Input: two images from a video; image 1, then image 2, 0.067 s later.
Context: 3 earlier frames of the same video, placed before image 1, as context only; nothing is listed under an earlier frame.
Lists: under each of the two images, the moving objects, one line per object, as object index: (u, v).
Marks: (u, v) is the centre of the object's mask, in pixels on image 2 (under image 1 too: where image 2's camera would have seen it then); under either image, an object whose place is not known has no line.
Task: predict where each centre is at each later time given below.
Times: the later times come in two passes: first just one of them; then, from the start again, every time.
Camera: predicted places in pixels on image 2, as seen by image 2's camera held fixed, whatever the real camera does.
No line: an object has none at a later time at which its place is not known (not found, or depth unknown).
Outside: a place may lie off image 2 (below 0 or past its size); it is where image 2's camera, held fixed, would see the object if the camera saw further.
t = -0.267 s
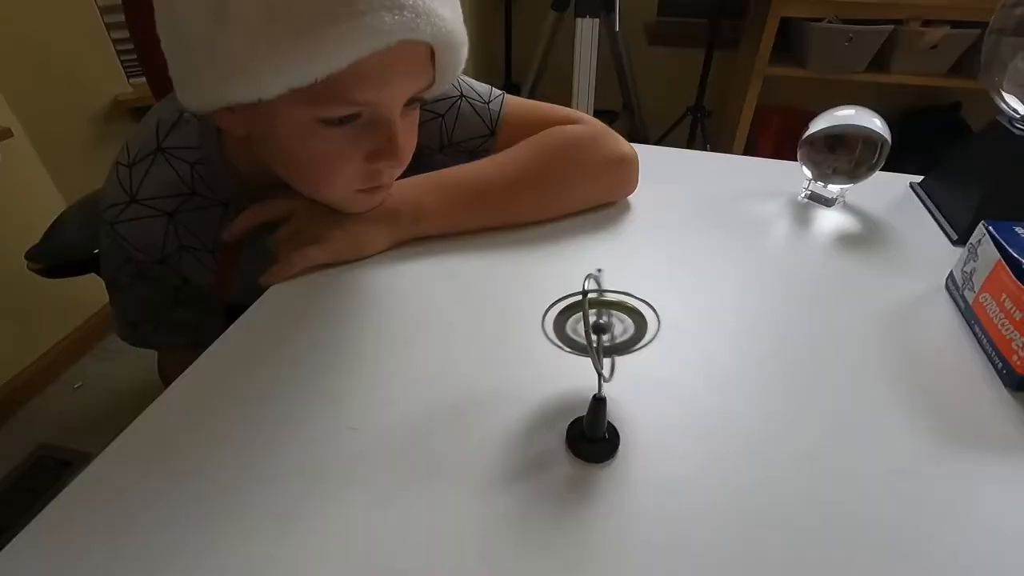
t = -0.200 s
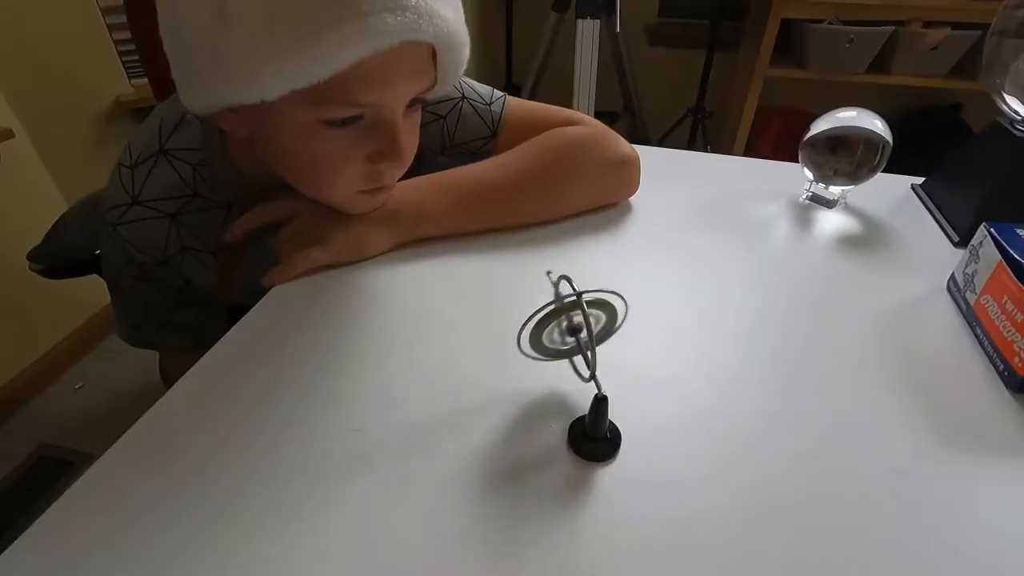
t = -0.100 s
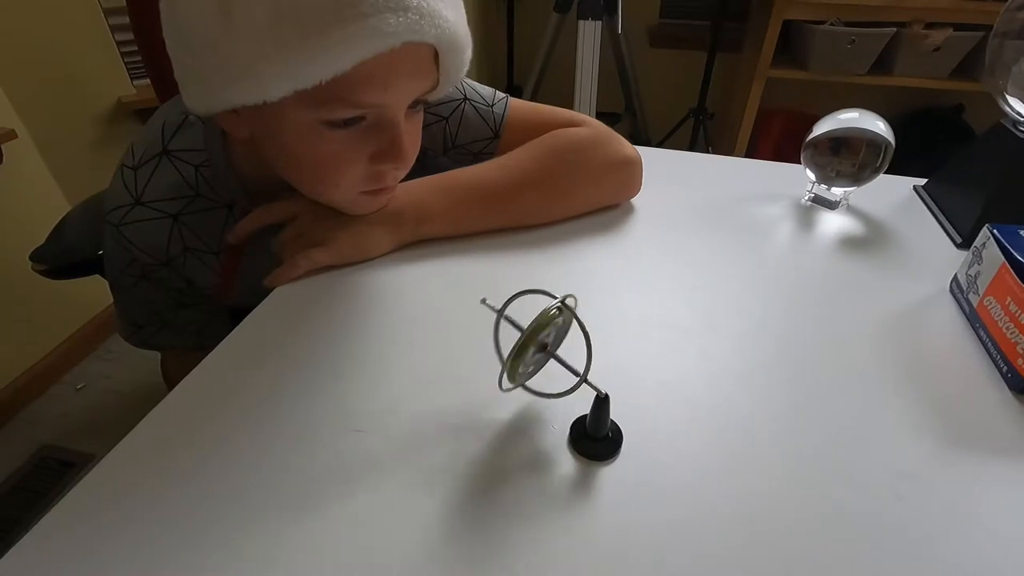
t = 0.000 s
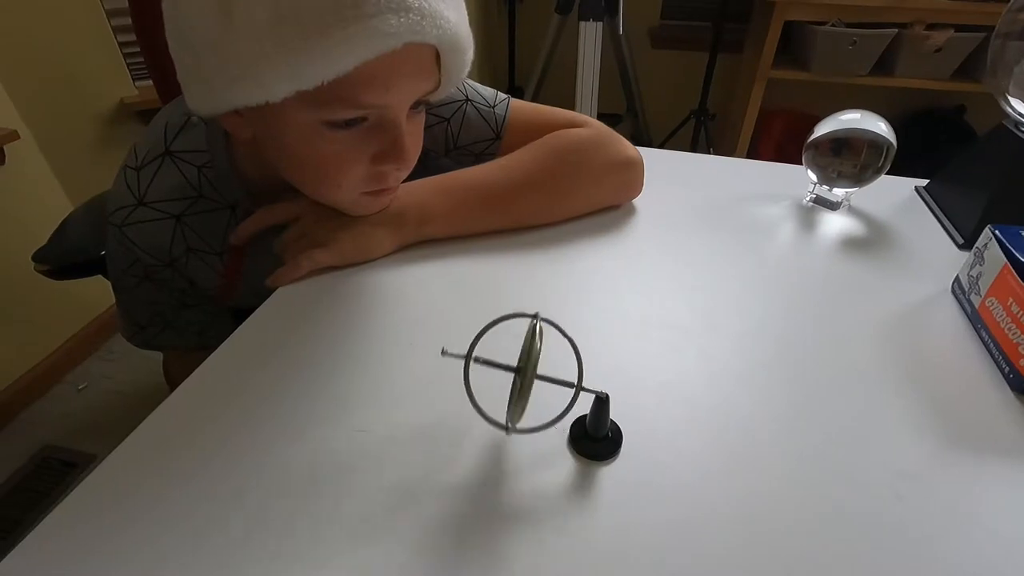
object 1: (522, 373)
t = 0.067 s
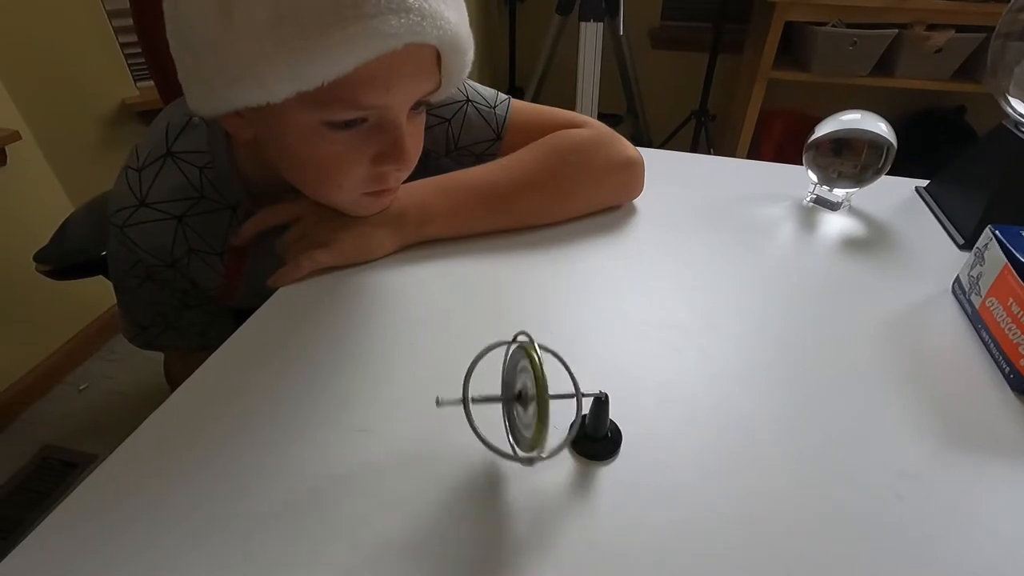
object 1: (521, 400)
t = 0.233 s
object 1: (575, 454)
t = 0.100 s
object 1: (525, 414)
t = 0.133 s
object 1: (534, 425)
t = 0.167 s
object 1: (545, 436)
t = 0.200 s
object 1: (558, 446)
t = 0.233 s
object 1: (575, 454)
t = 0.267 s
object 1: (591, 460)
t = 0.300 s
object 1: (608, 464)
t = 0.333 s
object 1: (627, 468)
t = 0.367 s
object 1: (645, 465)
